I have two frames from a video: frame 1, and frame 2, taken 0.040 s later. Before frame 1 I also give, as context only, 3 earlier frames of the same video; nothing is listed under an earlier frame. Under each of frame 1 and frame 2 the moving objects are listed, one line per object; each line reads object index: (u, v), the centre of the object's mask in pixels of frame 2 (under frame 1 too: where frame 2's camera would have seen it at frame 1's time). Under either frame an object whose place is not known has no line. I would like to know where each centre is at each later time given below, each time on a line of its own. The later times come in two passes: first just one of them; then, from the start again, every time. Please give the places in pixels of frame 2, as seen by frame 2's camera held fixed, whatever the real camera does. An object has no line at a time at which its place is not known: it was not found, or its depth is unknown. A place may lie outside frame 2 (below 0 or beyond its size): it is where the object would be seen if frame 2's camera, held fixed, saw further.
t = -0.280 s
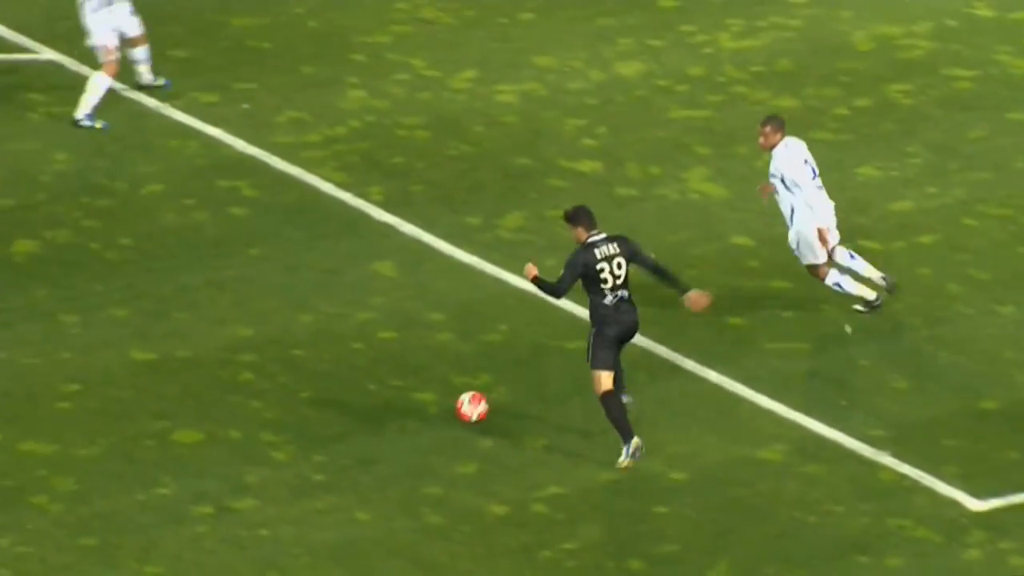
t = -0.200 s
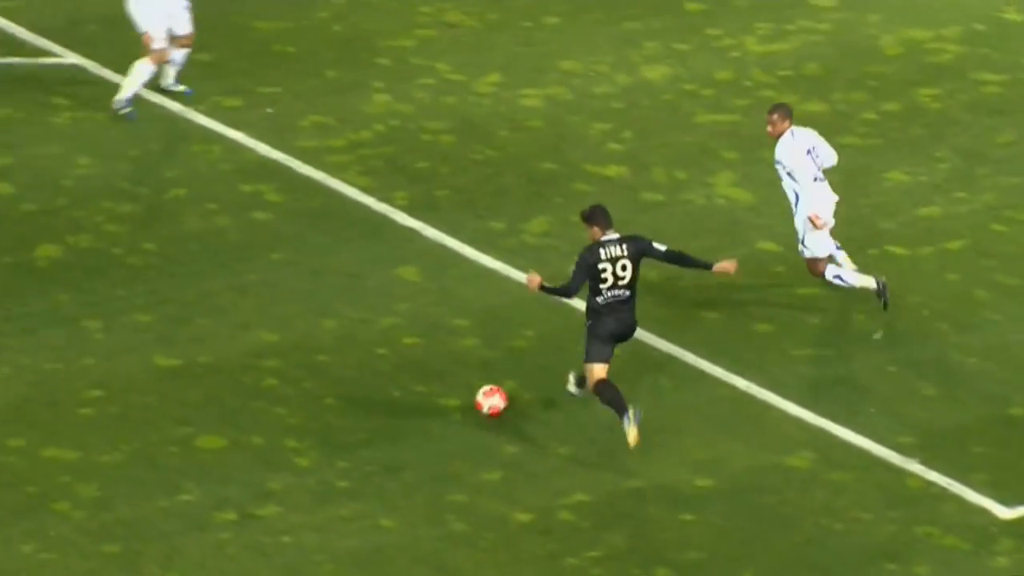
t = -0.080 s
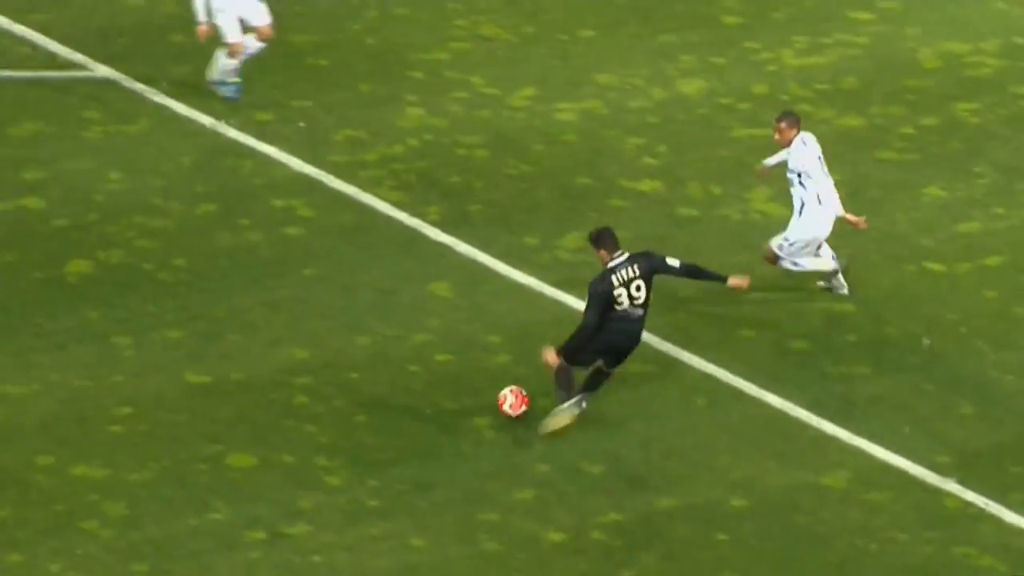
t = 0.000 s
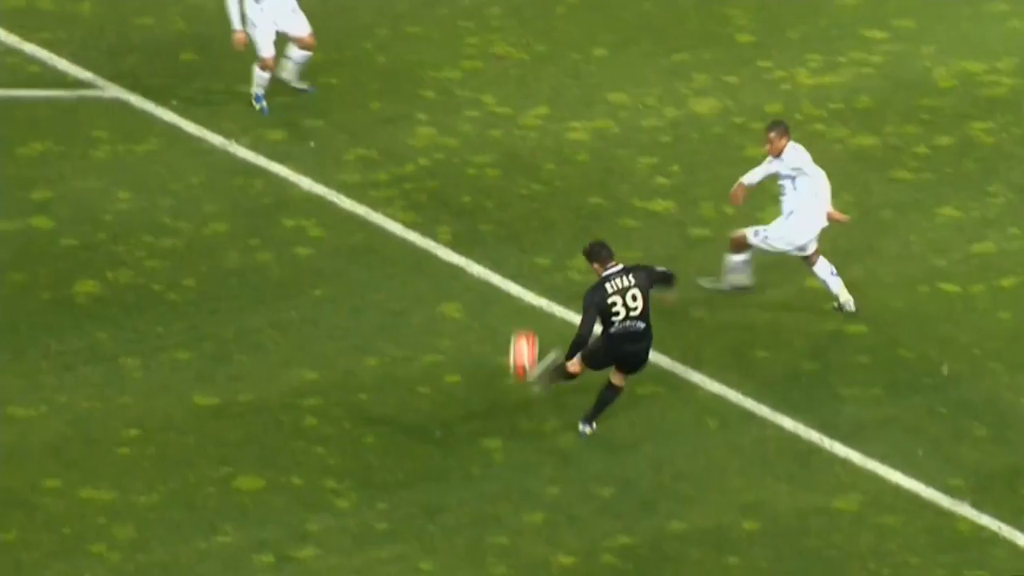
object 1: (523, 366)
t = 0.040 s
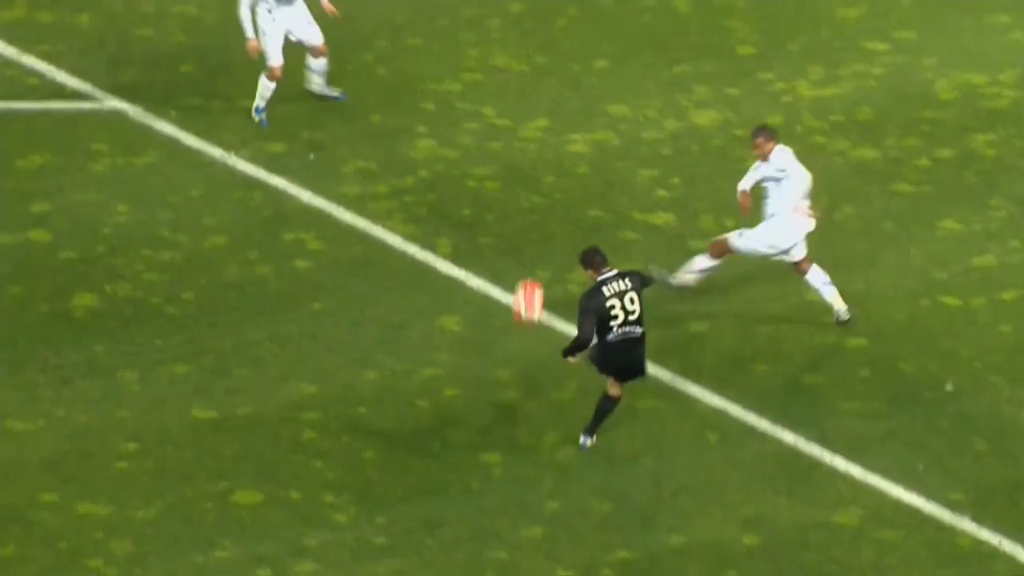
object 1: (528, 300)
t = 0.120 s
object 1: (546, 181)
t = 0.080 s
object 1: (536, 239)
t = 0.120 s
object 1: (546, 181)
